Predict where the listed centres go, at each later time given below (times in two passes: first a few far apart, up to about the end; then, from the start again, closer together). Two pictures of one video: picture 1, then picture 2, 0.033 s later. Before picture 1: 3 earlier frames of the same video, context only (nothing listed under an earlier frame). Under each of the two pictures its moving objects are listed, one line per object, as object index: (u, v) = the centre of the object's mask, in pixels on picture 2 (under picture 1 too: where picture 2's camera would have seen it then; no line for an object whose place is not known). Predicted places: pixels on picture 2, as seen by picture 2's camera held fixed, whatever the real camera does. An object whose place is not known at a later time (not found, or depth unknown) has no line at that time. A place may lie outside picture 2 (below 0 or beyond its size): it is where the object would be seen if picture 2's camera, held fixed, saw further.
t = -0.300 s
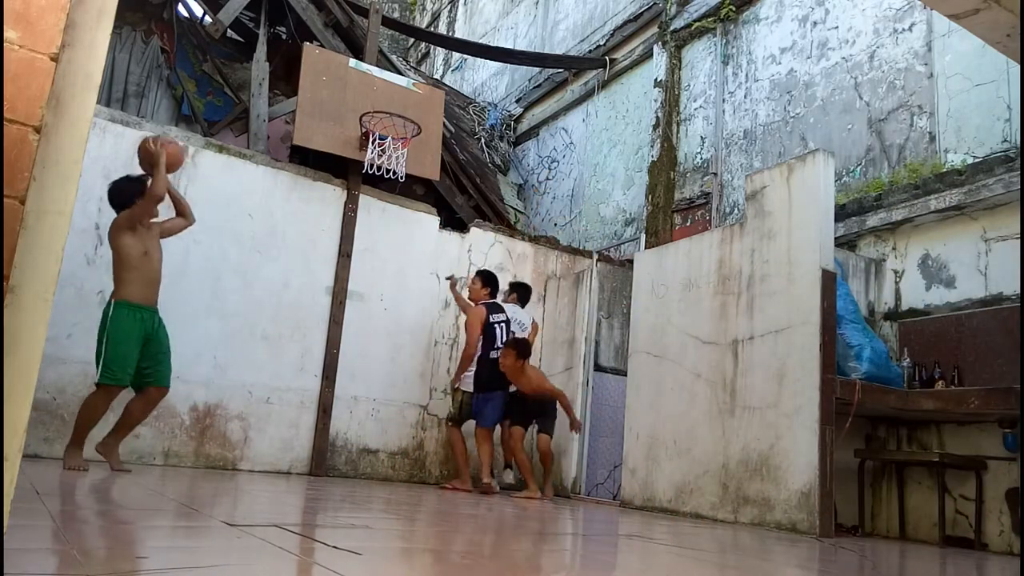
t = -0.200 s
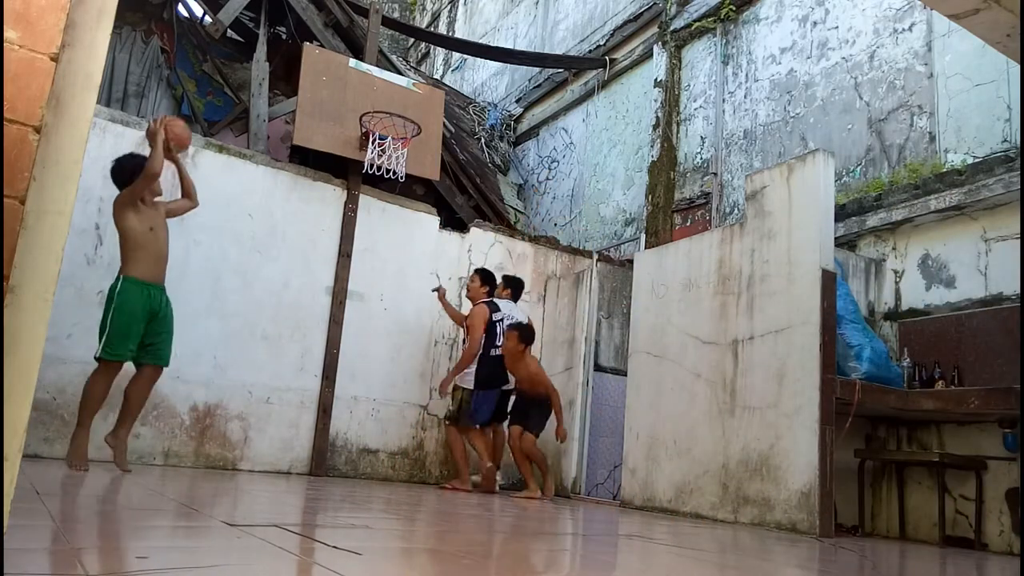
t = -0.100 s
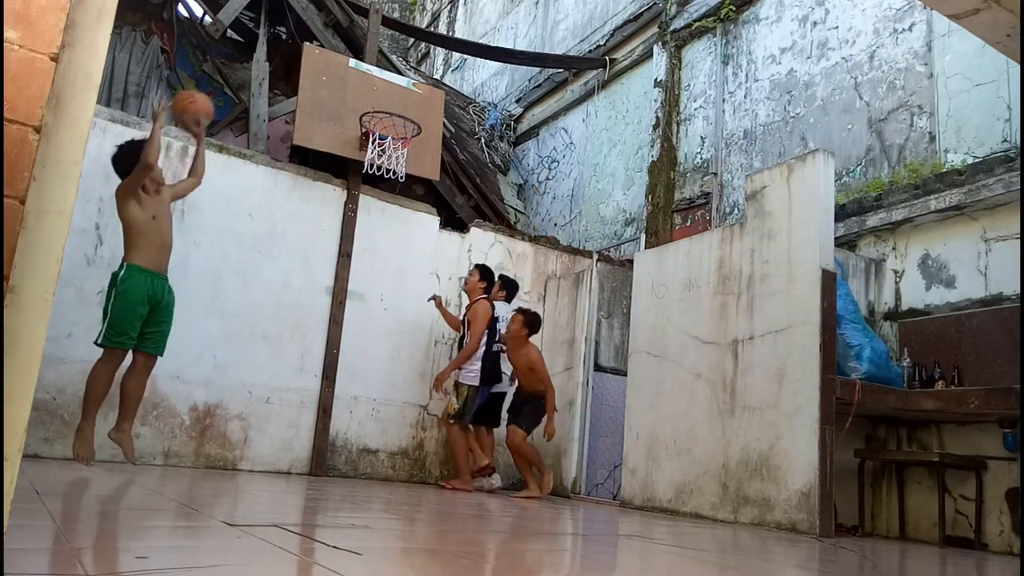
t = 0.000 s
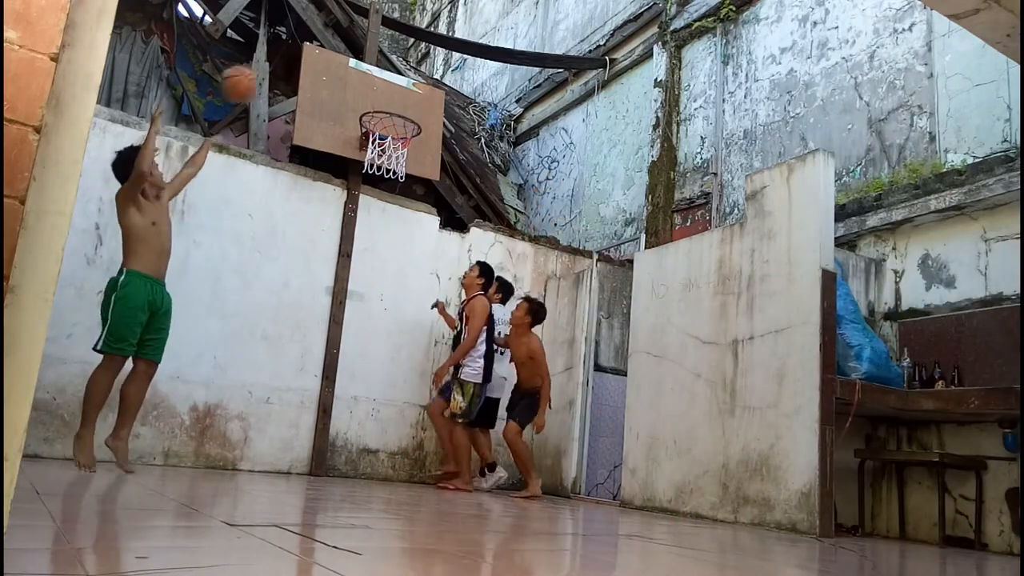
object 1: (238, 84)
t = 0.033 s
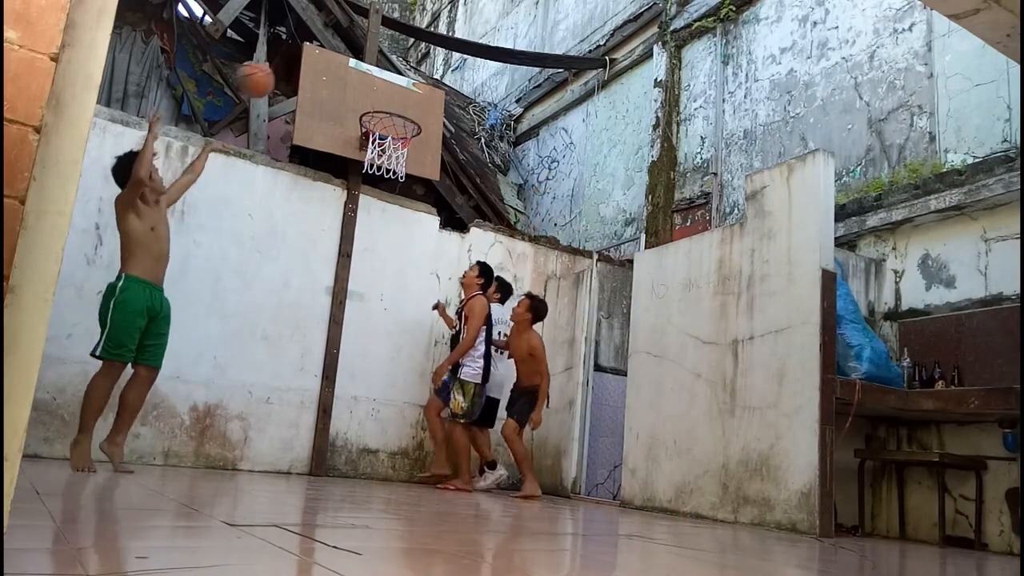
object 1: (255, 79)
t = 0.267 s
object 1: (340, 86)
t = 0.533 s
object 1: (410, 110)
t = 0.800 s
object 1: (432, 105)
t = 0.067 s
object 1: (271, 75)
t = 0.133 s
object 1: (295, 74)
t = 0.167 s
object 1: (307, 75)
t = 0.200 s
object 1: (319, 77)
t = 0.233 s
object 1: (331, 81)
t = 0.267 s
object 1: (340, 86)
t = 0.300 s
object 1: (350, 92)
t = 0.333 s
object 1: (359, 100)
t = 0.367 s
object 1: (369, 106)
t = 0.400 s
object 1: (379, 113)
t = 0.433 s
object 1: (386, 124)
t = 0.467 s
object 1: (395, 121)
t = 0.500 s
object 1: (400, 115)
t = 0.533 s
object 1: (410, 110)
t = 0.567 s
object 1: (416, 113)
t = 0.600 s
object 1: (418, 111)
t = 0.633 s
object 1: (420, 108)
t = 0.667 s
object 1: (422, 105)
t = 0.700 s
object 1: (425, 103)
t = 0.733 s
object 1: (427, 103)
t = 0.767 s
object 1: (430, 103)
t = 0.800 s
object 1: (432, 105)
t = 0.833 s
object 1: (434, 108)
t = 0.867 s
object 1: (436, 114)
